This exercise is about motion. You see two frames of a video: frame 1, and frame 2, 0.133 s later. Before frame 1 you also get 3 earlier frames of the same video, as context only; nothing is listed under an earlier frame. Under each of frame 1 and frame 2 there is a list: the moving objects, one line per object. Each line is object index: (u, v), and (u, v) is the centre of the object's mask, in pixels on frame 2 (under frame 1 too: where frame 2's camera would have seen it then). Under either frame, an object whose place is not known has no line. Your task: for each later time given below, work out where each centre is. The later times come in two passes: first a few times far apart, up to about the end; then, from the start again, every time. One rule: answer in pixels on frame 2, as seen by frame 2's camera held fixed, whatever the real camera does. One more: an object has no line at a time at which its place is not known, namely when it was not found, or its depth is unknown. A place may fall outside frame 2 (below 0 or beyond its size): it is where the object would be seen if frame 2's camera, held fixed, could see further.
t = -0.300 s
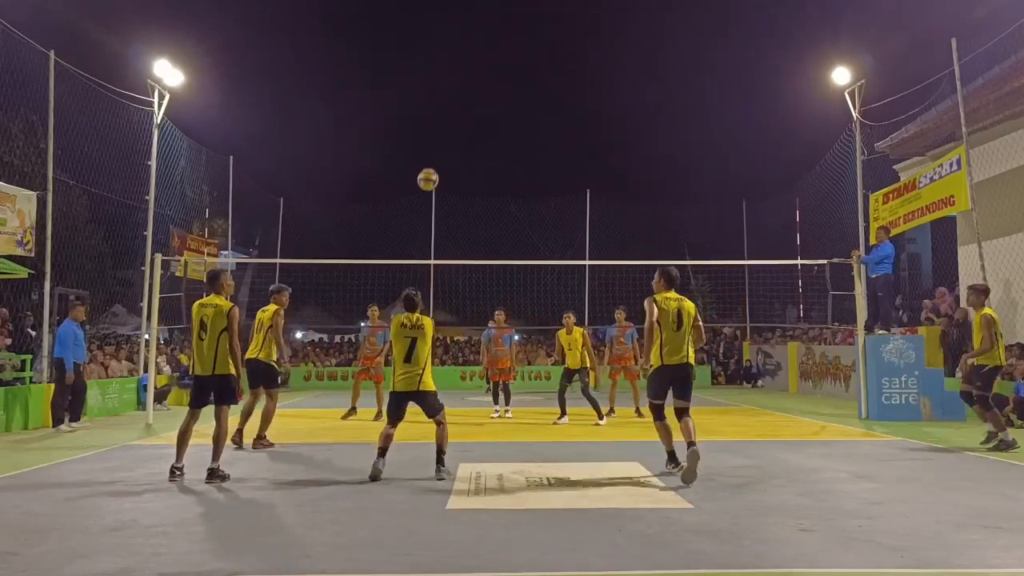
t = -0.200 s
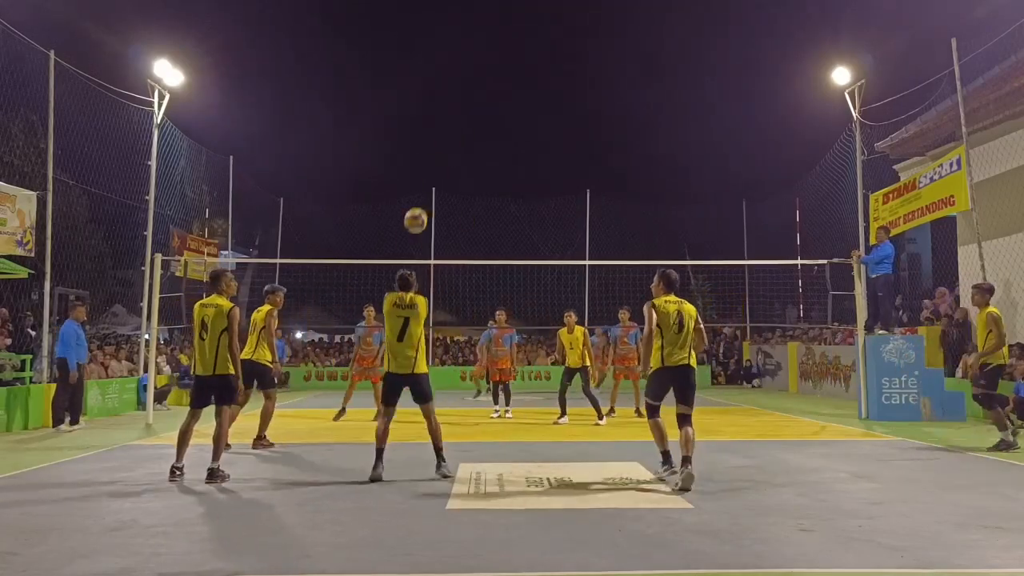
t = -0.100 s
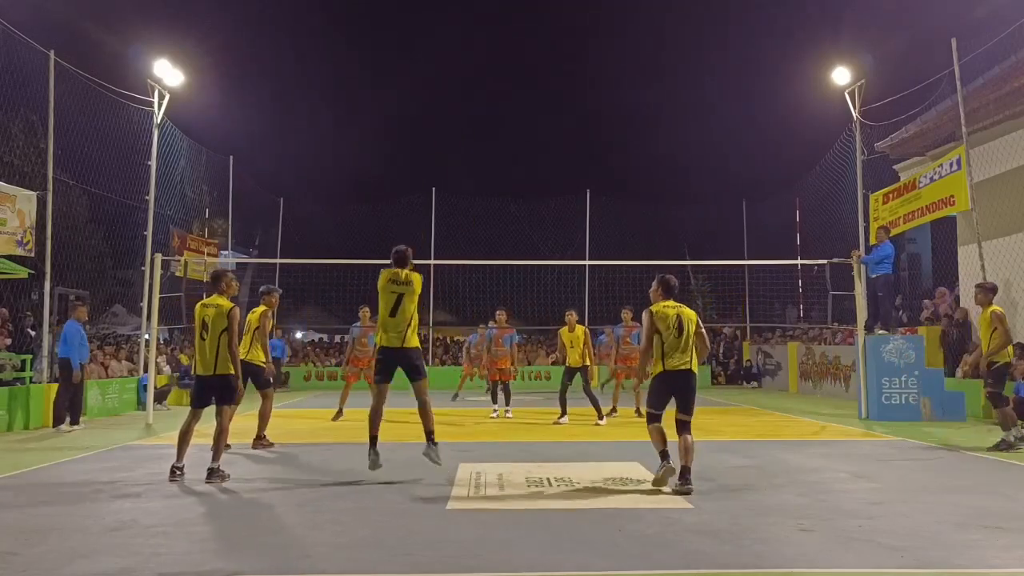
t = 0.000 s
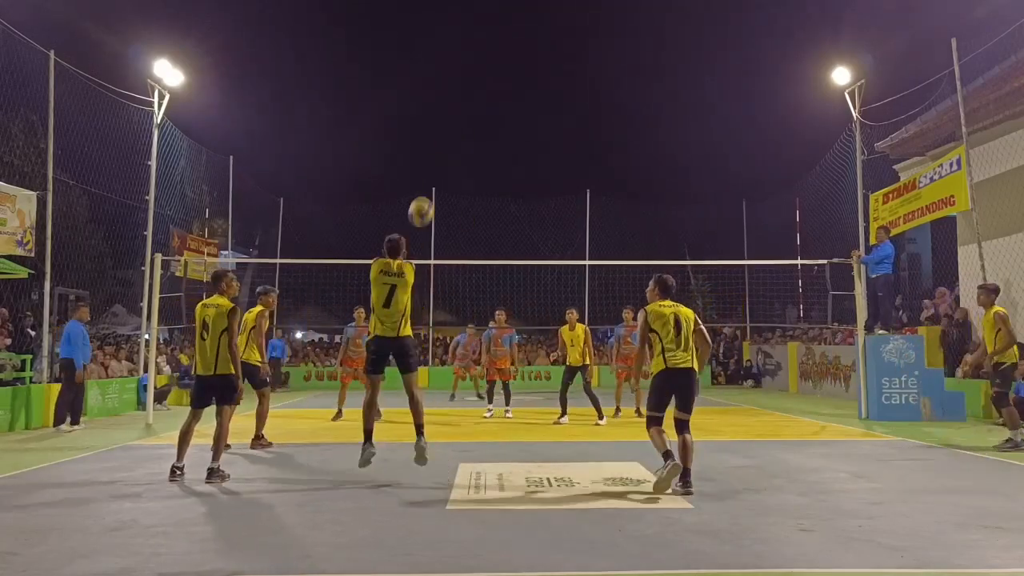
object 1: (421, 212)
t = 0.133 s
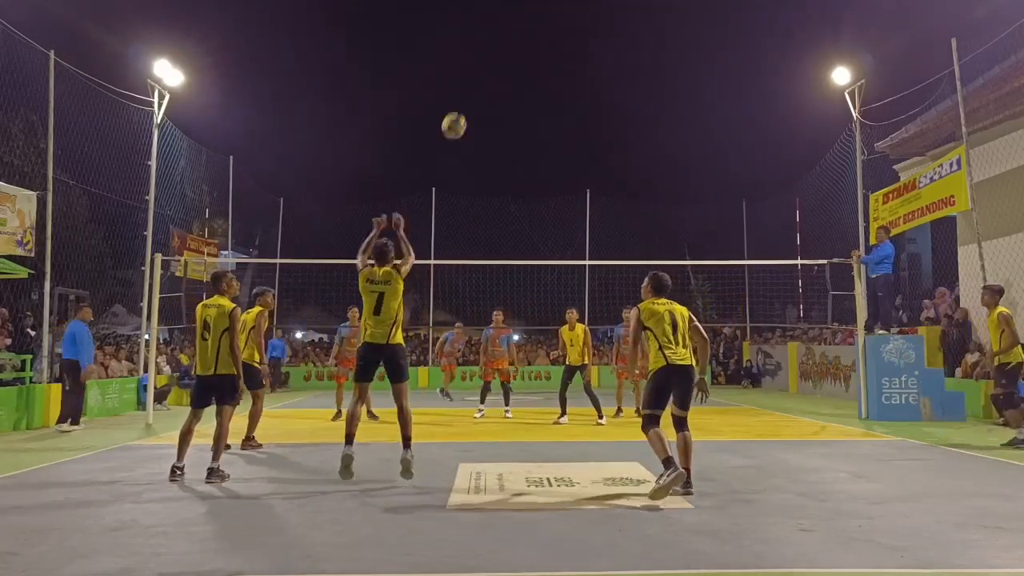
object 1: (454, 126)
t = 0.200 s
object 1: (469, 92)
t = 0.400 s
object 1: (512, 29)
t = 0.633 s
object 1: (556, 10)
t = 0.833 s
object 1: (591, 32)
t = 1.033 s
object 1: (622, 83)
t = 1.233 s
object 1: (651, 161)
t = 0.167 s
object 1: (461, 109)
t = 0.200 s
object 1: (469, 92)
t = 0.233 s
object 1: (476, 79)
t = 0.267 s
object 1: (484, 66)
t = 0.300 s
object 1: (491, 55)
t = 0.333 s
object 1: (498, 45)
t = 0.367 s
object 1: (505, 37)
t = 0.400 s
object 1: (512, 29)
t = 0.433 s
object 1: (519, 23)
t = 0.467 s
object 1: (525, 18)
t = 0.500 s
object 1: (532, 15)
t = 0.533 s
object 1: (538, 12)
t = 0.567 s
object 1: (544, 10)
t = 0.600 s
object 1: (551, 10)
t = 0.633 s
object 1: (556, 10)
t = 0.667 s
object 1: (562, 11)
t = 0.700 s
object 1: (568, 13)
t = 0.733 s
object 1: (574, 17)
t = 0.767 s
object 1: (580, 21)
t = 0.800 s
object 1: (586, 26)
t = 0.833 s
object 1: (591, 32)
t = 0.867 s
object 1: (596, 38)
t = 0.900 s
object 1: (601, 45)
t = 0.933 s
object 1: (607, 54)
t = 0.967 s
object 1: (612, 63)
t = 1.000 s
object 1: (617, 72)
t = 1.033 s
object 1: (622, 83)
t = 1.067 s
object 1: (627, 95)
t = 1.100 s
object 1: (632, 106)
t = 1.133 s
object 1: (637, 119)
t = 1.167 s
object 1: (641, 132)
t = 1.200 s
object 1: (646, 146)
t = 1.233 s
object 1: (651, 161)
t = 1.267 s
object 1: (655, 176)
